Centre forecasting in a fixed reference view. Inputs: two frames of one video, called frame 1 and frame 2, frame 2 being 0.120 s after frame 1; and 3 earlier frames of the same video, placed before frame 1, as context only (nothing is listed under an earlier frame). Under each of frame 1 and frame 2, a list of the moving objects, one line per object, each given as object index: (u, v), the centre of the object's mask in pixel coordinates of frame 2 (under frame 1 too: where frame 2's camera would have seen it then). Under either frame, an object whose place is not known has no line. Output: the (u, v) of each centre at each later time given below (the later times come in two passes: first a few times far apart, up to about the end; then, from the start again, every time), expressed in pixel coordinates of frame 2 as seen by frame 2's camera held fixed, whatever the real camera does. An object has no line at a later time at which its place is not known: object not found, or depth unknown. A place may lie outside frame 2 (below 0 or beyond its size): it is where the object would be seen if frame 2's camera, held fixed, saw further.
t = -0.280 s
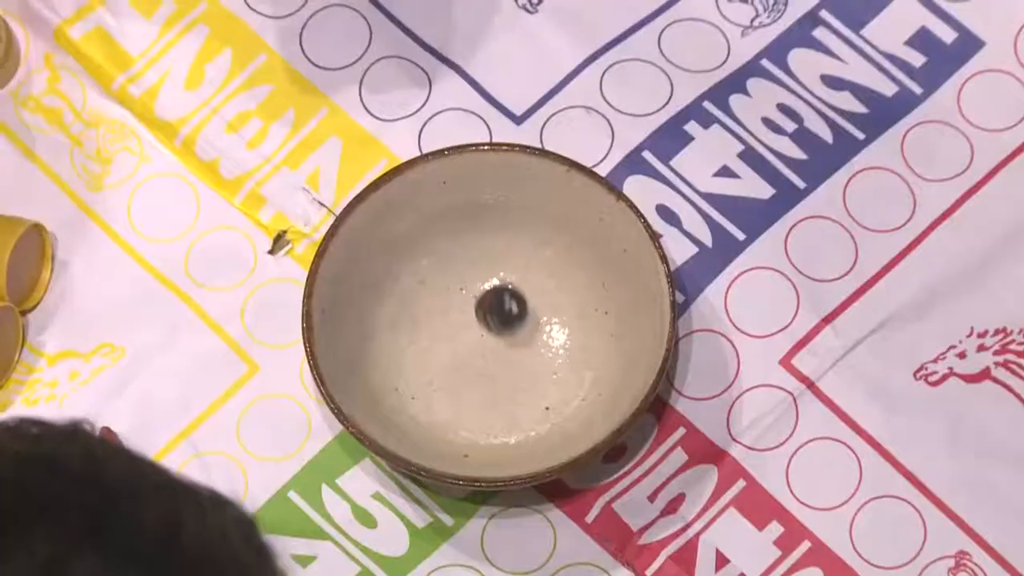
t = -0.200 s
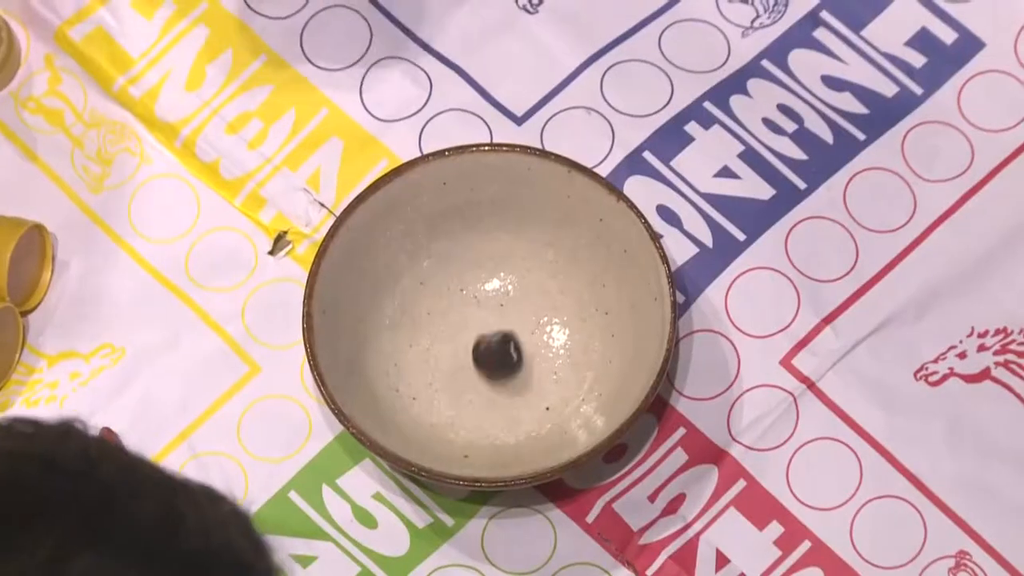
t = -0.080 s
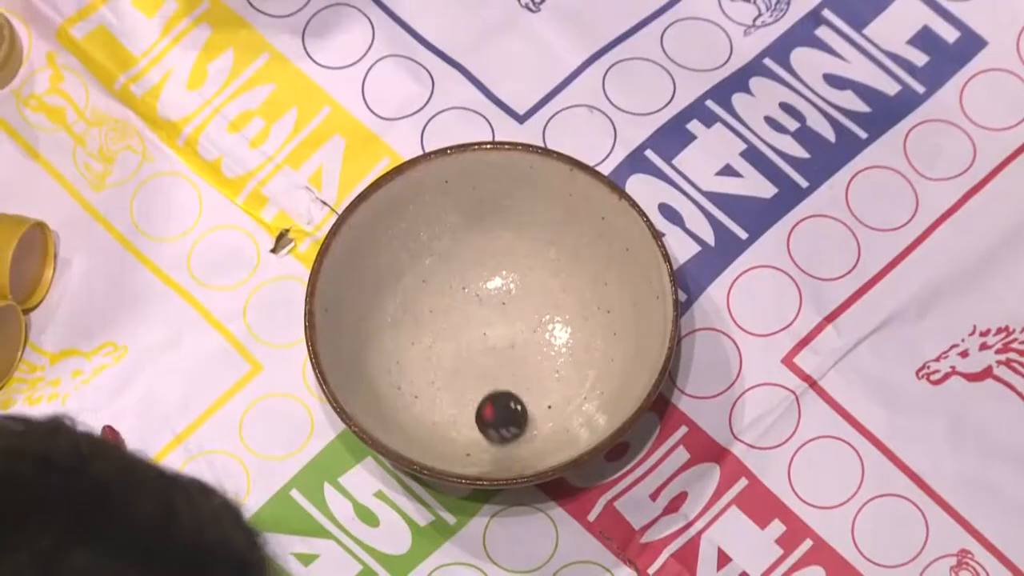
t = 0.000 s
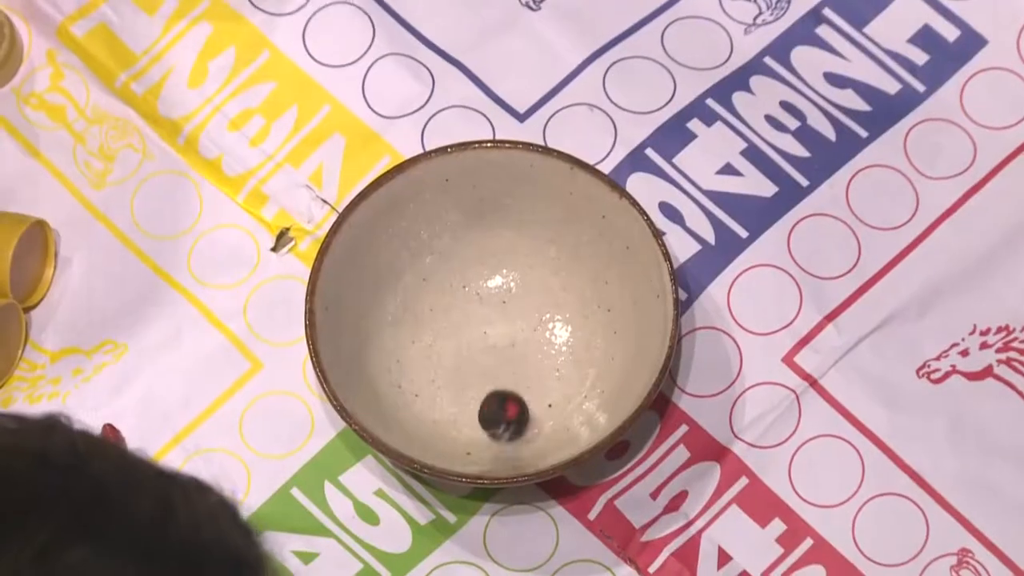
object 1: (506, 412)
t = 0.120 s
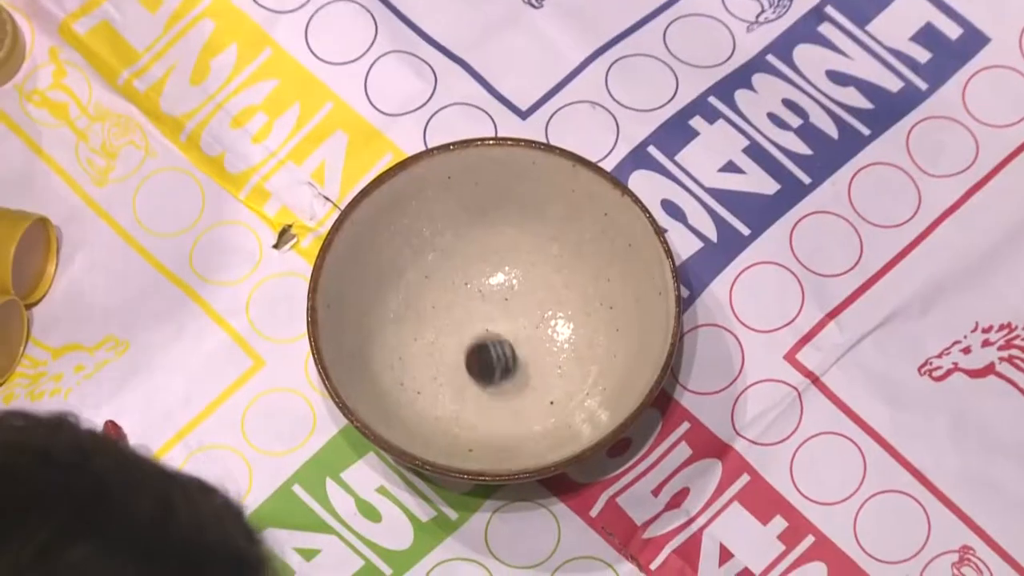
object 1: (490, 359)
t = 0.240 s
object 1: (461, 316)
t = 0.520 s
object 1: (502, 312)
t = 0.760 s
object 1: (513, 340)
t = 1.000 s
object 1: (495, 362)
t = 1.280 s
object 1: (495, 362)
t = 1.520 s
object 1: (495, 362)
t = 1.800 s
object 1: (495, 363)
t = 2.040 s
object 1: (495, 363)
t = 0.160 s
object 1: (482, 343)
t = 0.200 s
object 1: (471, 328)
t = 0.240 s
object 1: (461, 316)
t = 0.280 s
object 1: (452, 308)
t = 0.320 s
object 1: (452, 305)
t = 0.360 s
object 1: (459, 307)
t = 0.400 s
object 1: (472, 315)
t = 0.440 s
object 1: (484, 316)
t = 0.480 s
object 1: (494, 317)
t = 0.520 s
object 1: (502, 312)
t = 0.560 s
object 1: (505, 308)
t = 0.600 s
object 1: (507, 309)
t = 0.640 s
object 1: (506, 313)
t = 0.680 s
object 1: (506, 321)
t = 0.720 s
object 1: (509, 330)
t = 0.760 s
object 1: (513, 340)
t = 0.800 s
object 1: (512, 357)
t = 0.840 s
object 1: (511, 366)
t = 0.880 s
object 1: (507, 367)
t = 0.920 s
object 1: (497, 367)
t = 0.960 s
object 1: (493, 363)
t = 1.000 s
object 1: (495, 362)
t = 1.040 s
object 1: (495, 362)
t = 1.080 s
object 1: (495, 362)
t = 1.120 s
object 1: (495, 362)
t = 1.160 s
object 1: (495, 362)
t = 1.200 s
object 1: (495, 362)
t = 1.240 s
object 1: (495, 362)
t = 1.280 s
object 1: (495, 362)
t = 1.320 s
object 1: (495, 362)
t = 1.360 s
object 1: (495, 362)
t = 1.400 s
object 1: (495, 362)
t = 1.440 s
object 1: (495, 362)
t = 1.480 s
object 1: (495, 362)
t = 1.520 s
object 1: (495, 362)
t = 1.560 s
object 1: (495, 362)
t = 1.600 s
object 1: (495, 362)
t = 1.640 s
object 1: (495, 362)
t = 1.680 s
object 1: (495, 362)
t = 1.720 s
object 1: (495, 363)
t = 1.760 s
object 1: (495, 362)
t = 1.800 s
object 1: (495, 363)
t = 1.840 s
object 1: (495, 363)
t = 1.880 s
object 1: (495, 363)
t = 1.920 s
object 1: (495, 362)
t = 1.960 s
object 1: (495, 362)
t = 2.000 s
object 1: (495, 362)
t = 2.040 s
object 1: (495, 363)
